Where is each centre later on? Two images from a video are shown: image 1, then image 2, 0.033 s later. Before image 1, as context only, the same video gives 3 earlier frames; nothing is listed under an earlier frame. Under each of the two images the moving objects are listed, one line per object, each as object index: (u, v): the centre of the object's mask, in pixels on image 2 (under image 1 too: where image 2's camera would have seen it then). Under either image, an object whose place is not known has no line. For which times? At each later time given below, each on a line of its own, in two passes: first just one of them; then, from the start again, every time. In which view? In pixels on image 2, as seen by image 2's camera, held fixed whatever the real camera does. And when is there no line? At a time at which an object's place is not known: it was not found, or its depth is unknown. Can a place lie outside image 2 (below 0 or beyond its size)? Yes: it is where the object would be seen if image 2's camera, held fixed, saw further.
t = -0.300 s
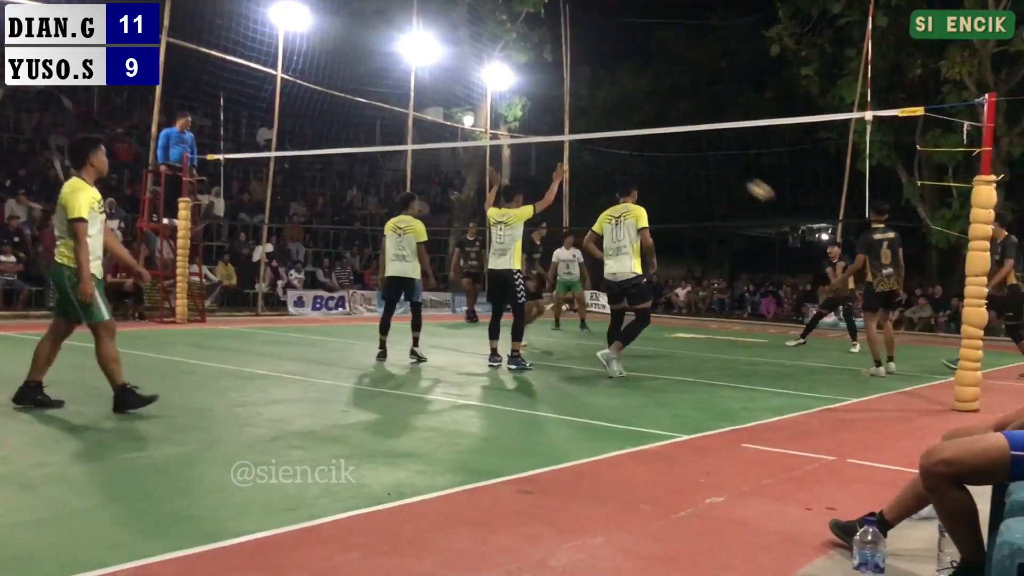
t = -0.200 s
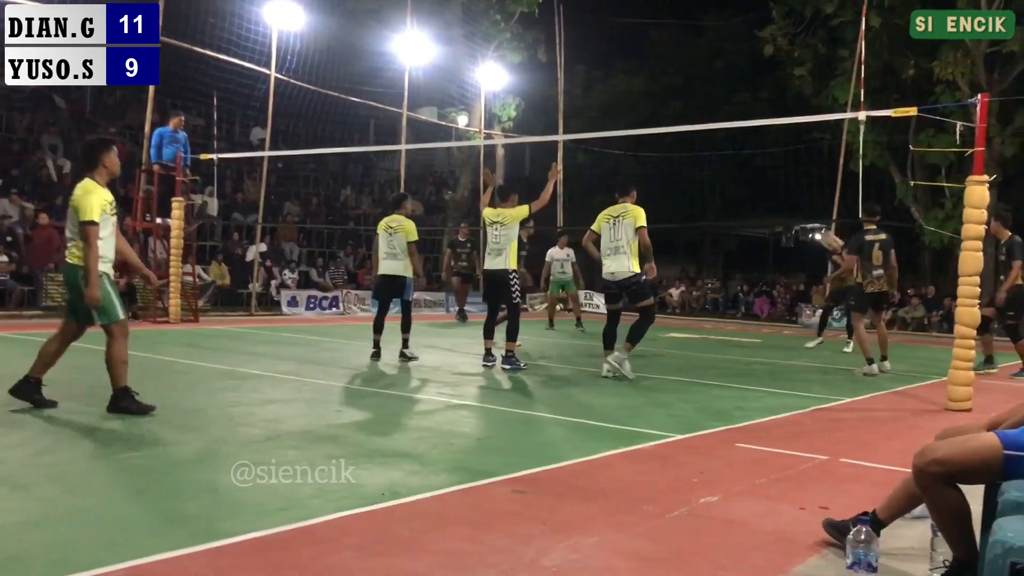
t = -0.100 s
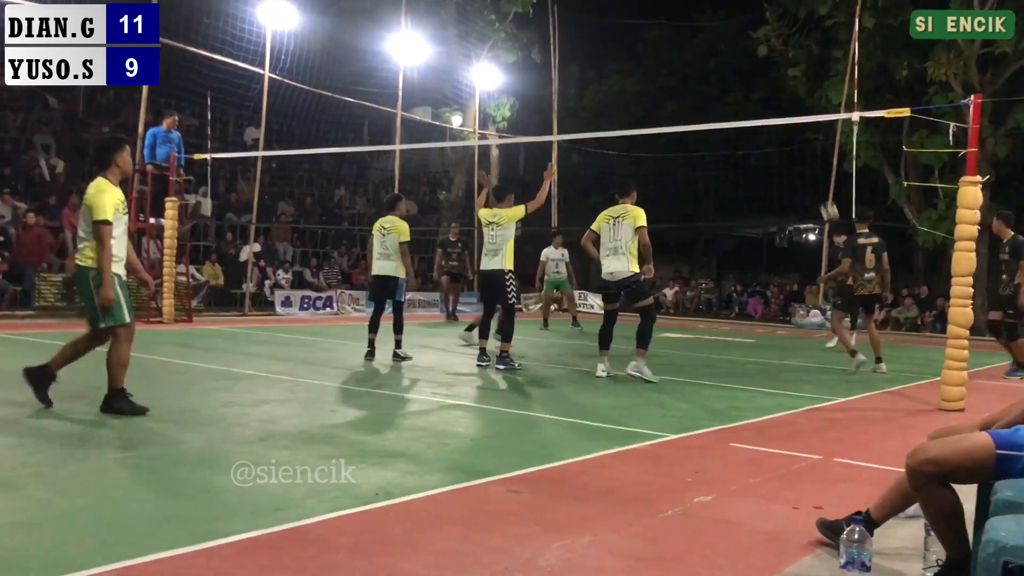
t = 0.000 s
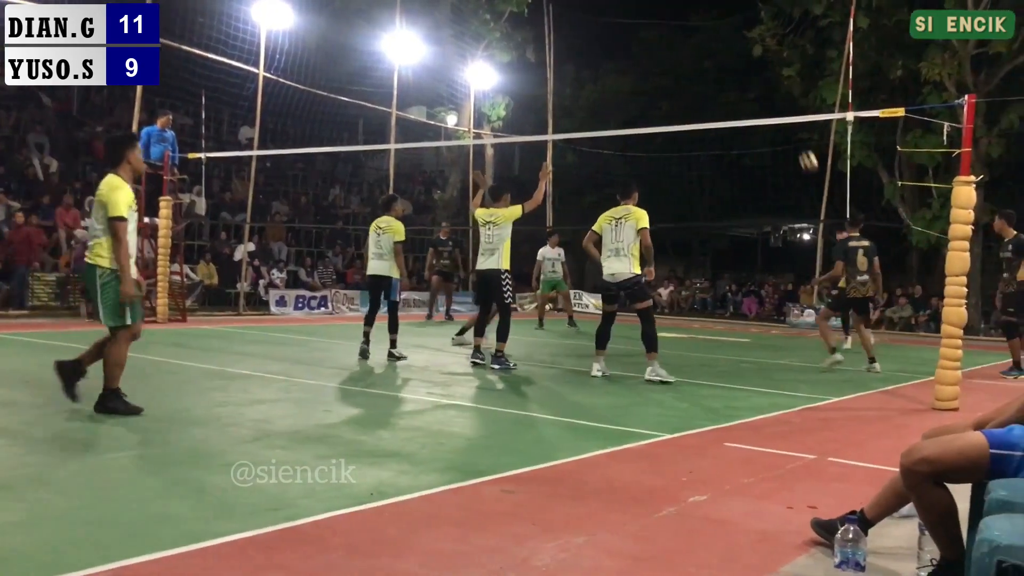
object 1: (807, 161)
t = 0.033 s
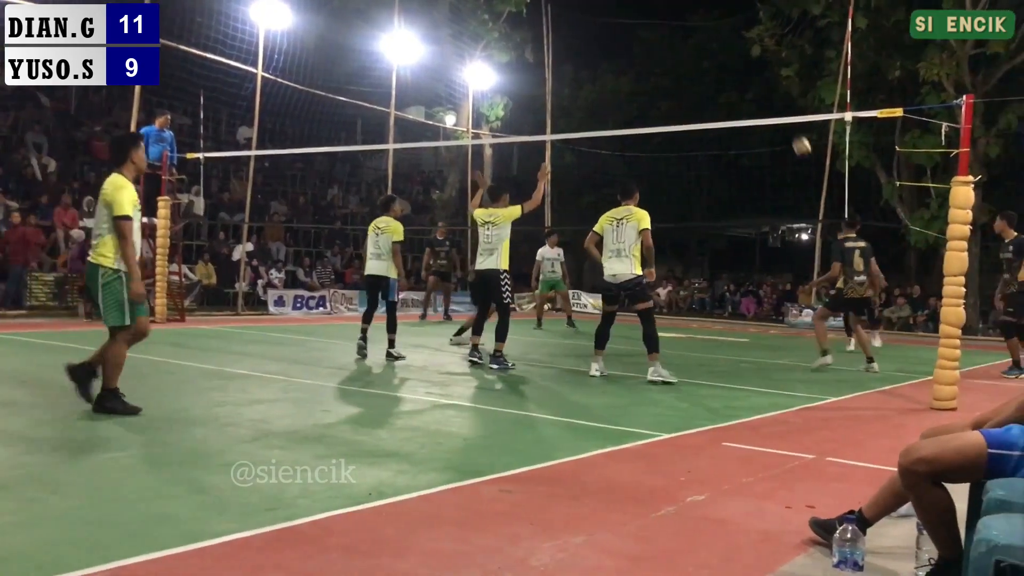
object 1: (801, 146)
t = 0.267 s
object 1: (764, 62)
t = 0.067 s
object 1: (796, 132)
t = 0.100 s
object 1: (790, 118)
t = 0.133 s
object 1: (786, 105)
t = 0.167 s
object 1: (780, 93)
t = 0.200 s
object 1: (775, 82)
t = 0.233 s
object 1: (770, 72)
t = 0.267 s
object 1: (764, 62)
